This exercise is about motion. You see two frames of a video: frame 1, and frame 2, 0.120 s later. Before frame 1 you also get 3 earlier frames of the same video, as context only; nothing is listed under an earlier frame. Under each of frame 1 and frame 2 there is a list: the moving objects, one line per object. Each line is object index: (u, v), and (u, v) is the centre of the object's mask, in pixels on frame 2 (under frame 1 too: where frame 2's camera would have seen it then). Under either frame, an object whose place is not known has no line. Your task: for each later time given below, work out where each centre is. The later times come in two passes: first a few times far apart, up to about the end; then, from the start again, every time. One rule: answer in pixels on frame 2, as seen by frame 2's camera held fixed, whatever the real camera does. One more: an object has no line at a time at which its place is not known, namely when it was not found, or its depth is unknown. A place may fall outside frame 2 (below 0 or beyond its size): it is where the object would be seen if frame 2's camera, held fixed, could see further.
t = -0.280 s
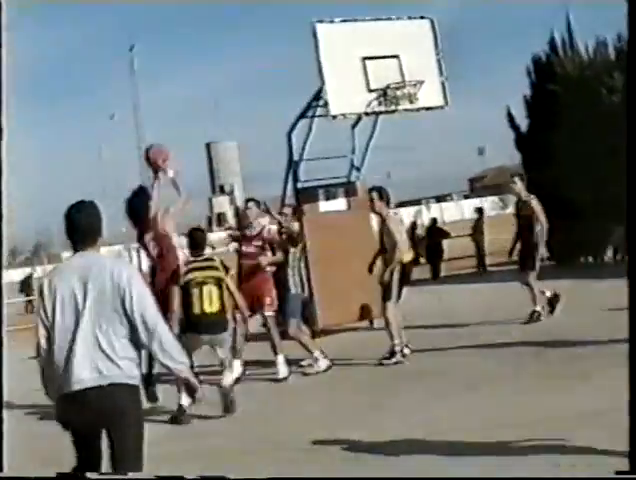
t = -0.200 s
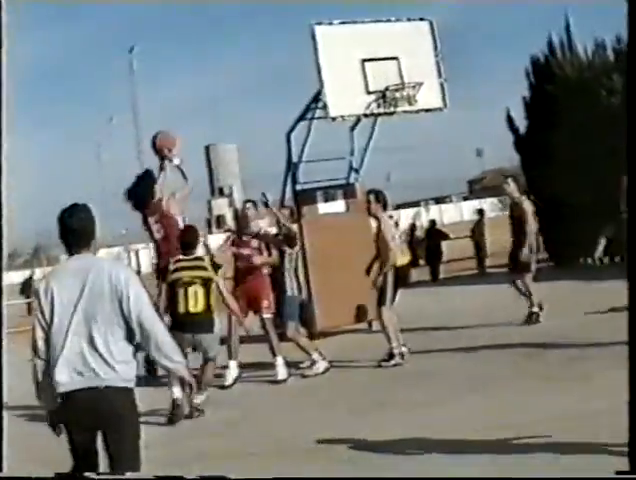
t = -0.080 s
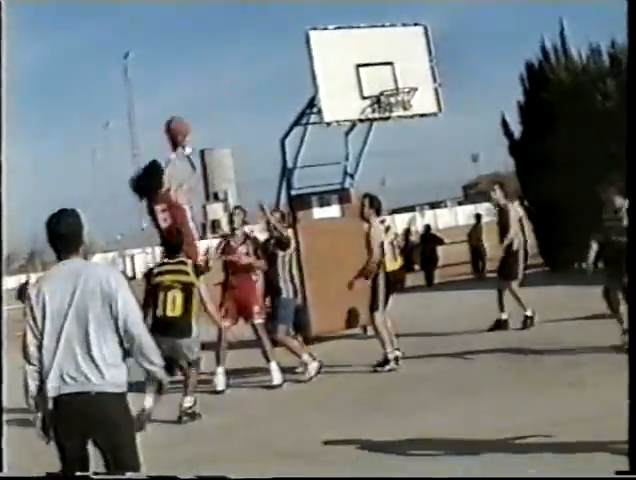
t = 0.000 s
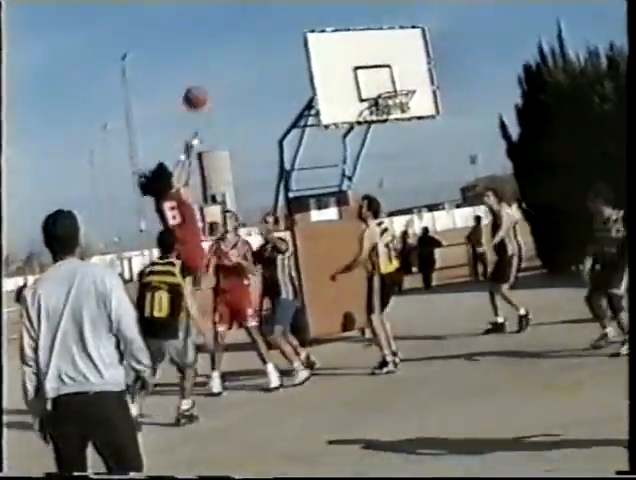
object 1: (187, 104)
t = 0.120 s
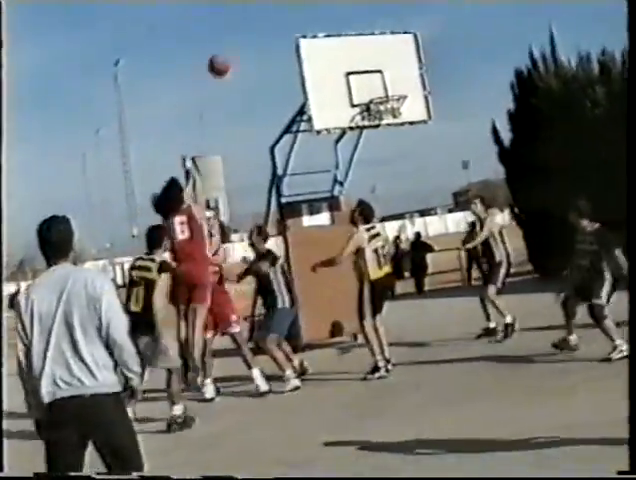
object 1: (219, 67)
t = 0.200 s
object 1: (238, 49)
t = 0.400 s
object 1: (285, 35)
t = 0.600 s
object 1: (324, 55)
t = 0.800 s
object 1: (388, 75)
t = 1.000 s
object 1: (437, 84)
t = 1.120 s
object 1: (466, 97)
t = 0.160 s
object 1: (229, 56)
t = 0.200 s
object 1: (238, 49)
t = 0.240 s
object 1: (248, 44)
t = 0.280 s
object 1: (257, 40)
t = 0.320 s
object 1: (266, 37)
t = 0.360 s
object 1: (276, 35)
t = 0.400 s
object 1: (285, 35)
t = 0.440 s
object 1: (293, 36)
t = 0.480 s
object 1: (301, 39)
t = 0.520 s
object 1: (310, 42)
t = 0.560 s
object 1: (319, 46)
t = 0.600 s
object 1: (324, 55)
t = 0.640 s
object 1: (339, 54)
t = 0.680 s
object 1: (351, 58)
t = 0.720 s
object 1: (363, 62)
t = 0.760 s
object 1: (376, 68)
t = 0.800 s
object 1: (388, 75)
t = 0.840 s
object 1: (400, 84)
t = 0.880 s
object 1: (410, 83)
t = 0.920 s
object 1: (419, 83)
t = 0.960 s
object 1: (428, 83)
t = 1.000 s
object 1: (437, 84)
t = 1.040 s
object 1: (447, 87)
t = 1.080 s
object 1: (457, 91)
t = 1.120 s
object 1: (466, 97)
